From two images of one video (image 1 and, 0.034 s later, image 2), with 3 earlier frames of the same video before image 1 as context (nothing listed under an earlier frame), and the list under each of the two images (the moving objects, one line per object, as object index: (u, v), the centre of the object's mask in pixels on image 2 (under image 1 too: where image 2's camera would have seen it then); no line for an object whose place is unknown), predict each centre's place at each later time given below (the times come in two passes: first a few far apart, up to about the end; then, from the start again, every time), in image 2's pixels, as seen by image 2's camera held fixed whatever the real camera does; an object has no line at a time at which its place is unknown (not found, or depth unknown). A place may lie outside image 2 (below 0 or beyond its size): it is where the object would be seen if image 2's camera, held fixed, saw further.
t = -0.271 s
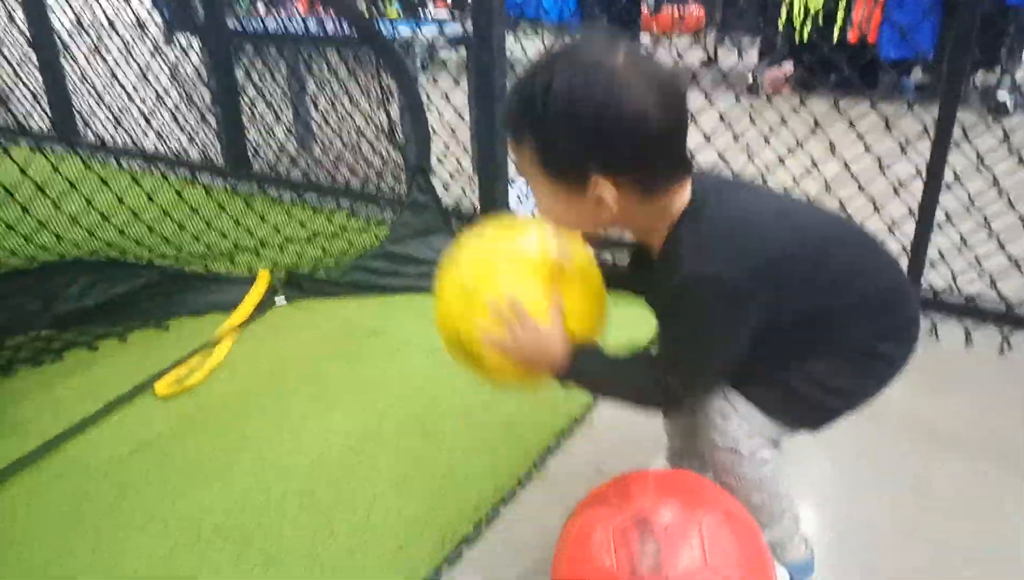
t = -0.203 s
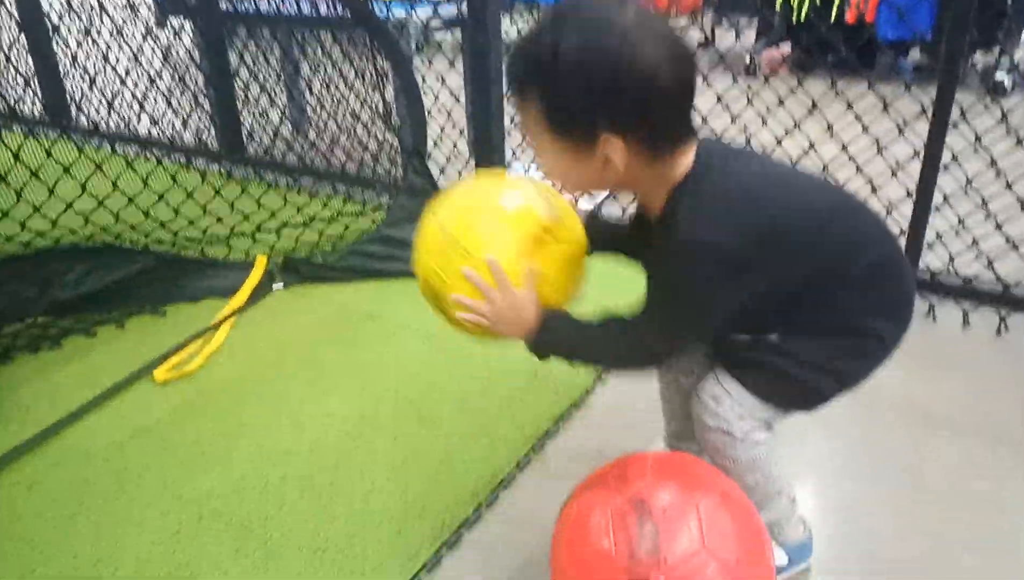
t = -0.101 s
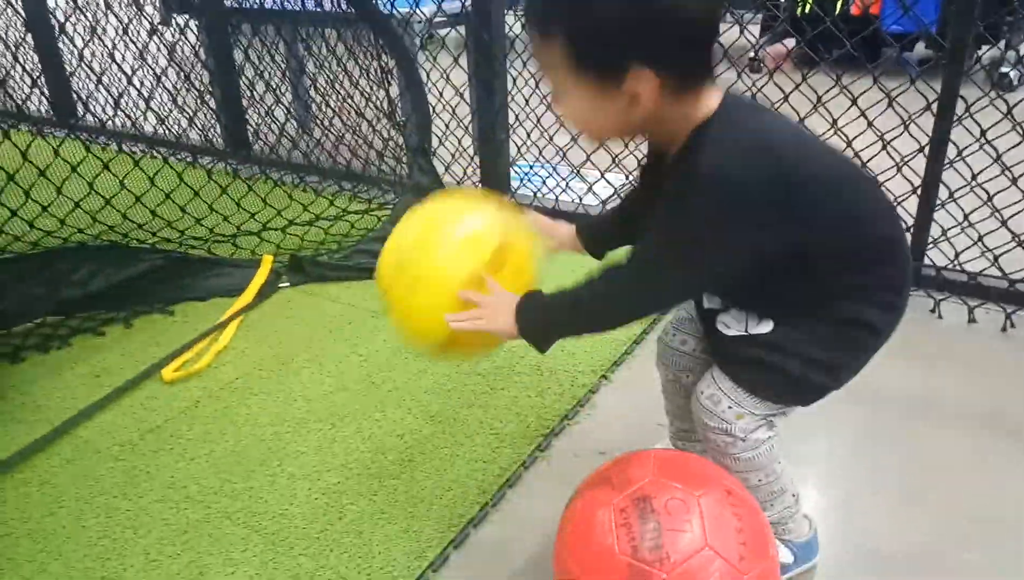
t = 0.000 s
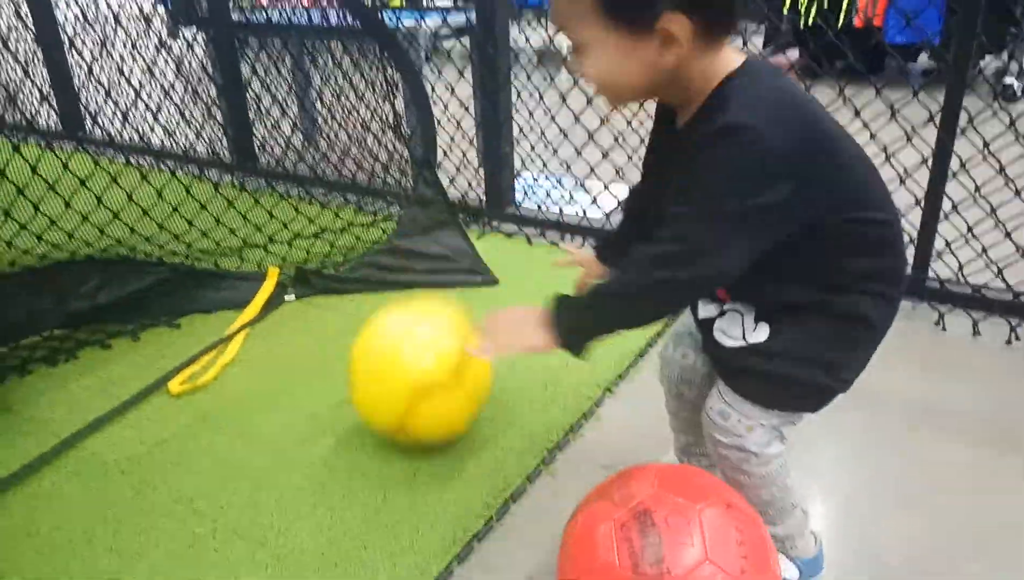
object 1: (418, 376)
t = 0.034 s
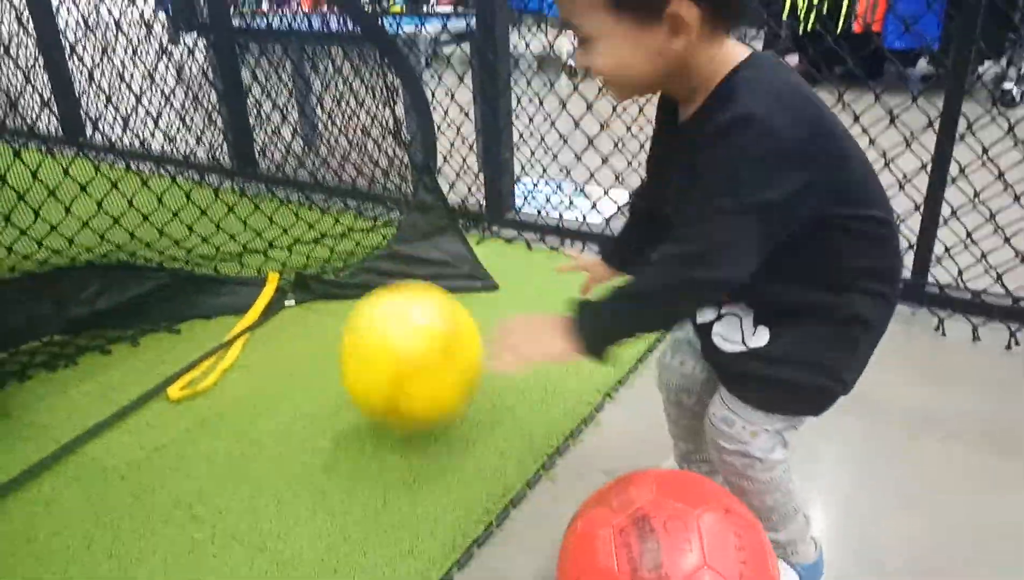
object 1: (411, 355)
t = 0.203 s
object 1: (381, 321)
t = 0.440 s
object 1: (352, 346)
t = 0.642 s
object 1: (324, 337)
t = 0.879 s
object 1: (296, 328)
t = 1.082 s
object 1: (273, 324)
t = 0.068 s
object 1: (403, 334)
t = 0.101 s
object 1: (396, 322)
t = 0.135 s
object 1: (390, 316)
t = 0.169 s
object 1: (385, 315)
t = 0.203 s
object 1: (381, 321)
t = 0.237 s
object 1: (377, 333)
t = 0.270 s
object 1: (374, 352)
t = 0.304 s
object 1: (368, 348)
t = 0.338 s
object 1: (363, 340)
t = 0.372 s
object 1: (359, 337)
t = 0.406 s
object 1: (355, 339)
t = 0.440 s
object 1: (352, 346)
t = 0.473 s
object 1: (347, 343)
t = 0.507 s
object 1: (342, 342)
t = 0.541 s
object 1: (337, 341)
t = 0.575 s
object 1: (333, 340)
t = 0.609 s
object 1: (328, 339)
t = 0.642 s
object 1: (324, 337)
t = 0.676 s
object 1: (320, 336)
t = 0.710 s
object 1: (317, 335)
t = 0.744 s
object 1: (313, 334)
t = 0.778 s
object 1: (307, 332)
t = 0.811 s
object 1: (303, 331)
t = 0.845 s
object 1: (300, 329)
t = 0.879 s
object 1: (296, 328)
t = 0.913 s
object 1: (291, 328)
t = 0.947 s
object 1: (288, 327)
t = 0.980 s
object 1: (284, 326)
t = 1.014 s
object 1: (280, 325)
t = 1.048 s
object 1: (276, 324)
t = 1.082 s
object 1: (273, 324)
